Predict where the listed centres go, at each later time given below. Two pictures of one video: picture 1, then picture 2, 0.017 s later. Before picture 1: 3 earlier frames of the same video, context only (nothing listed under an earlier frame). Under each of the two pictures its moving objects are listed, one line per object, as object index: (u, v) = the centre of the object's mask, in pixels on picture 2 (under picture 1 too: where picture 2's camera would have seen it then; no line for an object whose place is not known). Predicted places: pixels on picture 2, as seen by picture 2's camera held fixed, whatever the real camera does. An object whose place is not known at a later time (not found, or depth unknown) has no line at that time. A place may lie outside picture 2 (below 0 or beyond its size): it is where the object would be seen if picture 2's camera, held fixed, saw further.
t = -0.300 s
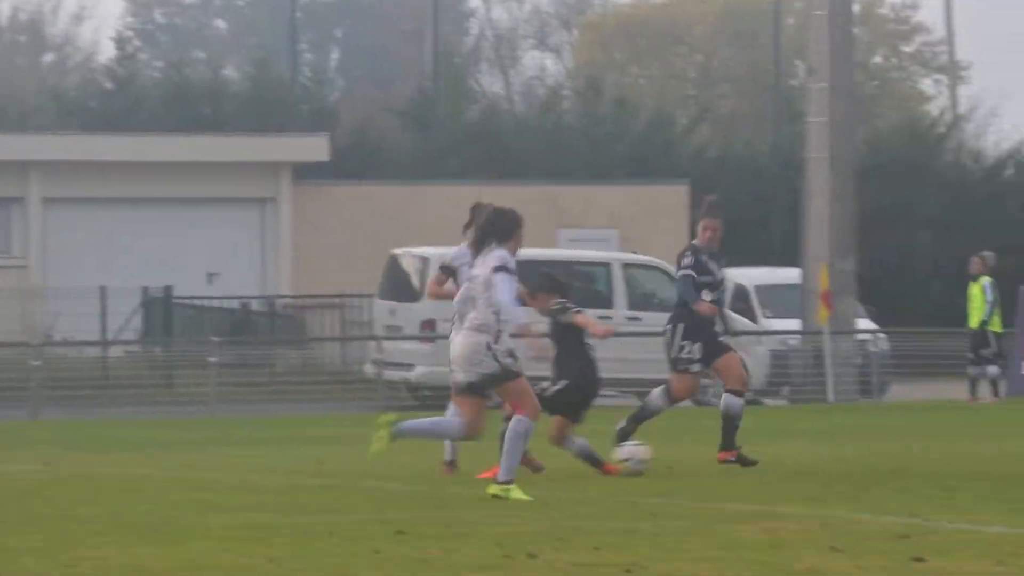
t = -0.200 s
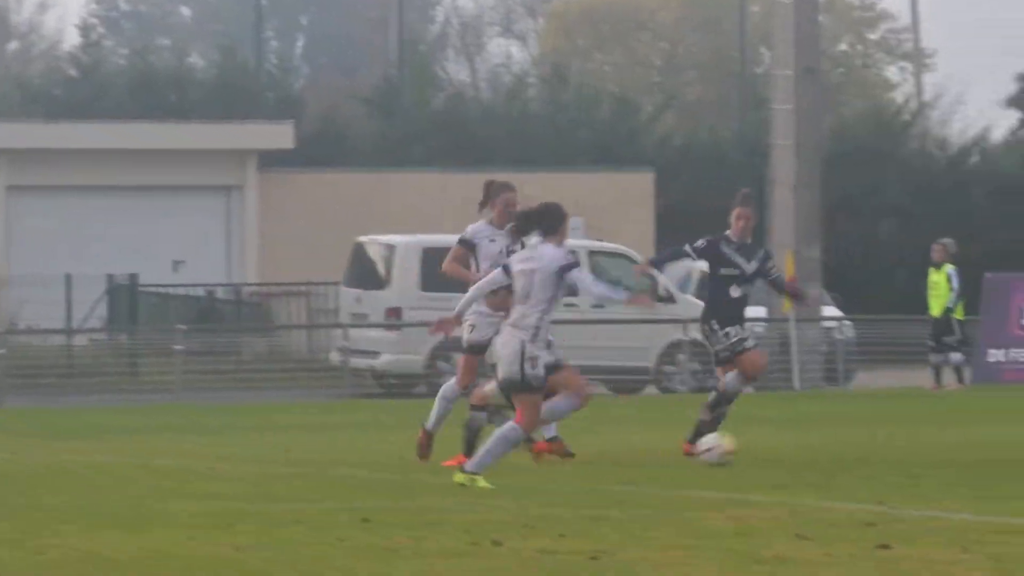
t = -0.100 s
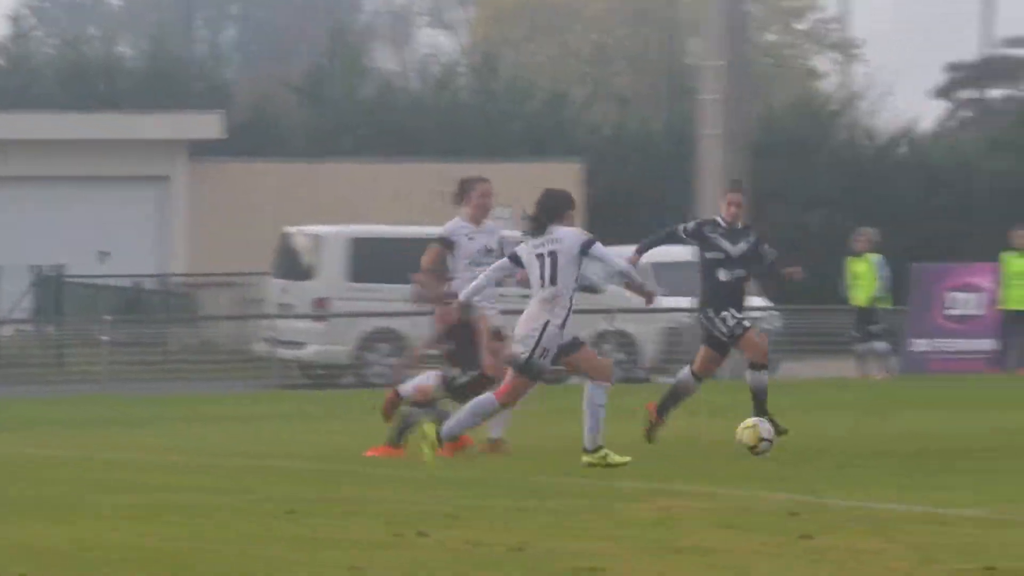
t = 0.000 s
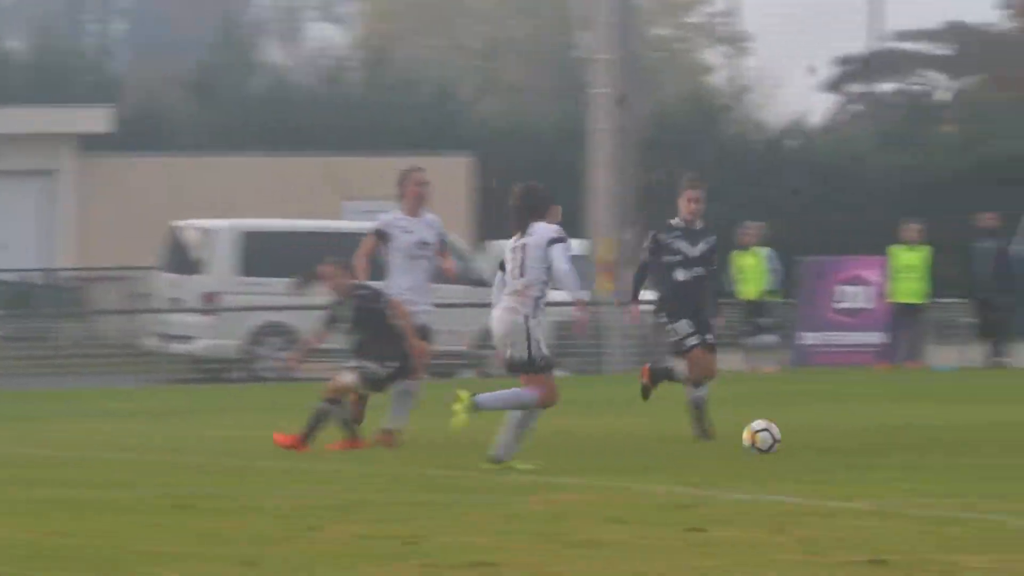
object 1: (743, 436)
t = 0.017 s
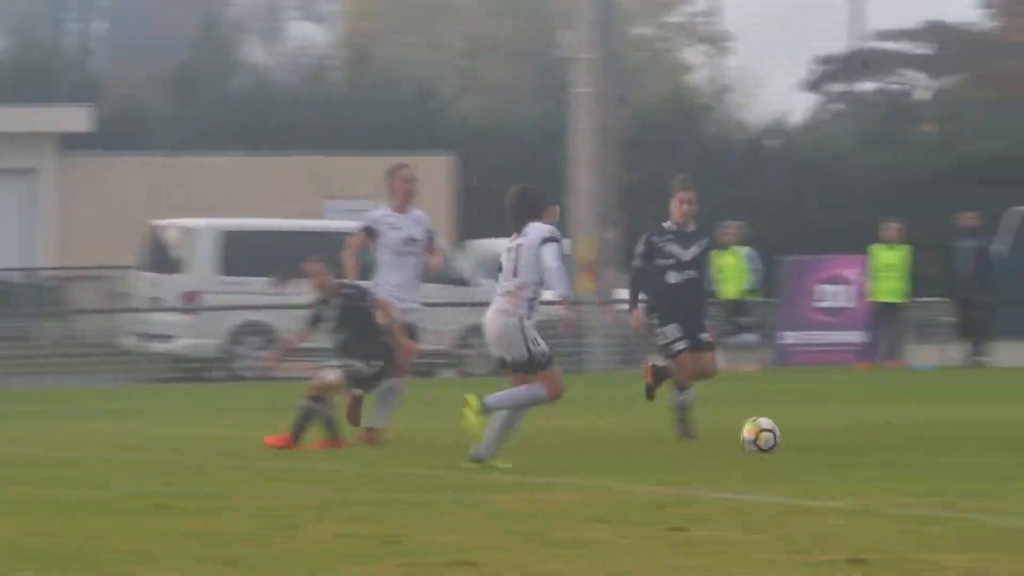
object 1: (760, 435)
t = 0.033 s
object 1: (779, 434)
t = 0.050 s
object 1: (796, 432)
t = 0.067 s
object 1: (814, 431)
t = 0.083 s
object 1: (831, 430)
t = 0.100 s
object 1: (849, 429)
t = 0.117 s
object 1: (868, 429)
